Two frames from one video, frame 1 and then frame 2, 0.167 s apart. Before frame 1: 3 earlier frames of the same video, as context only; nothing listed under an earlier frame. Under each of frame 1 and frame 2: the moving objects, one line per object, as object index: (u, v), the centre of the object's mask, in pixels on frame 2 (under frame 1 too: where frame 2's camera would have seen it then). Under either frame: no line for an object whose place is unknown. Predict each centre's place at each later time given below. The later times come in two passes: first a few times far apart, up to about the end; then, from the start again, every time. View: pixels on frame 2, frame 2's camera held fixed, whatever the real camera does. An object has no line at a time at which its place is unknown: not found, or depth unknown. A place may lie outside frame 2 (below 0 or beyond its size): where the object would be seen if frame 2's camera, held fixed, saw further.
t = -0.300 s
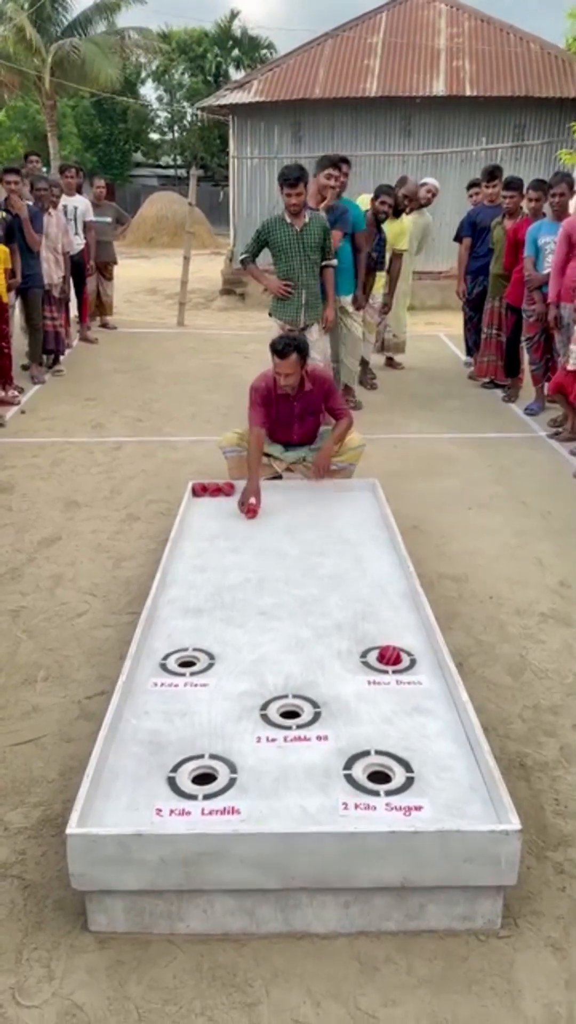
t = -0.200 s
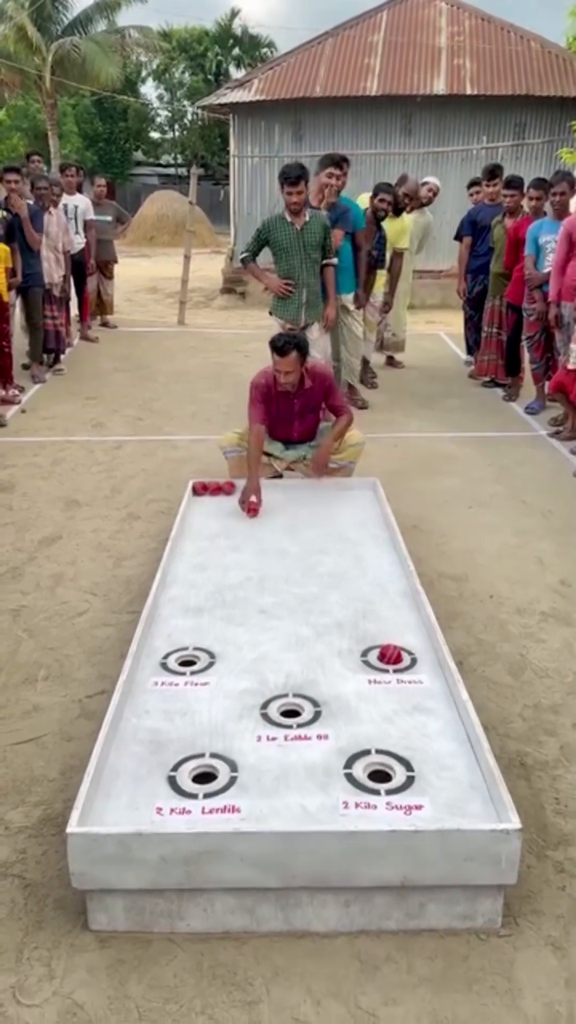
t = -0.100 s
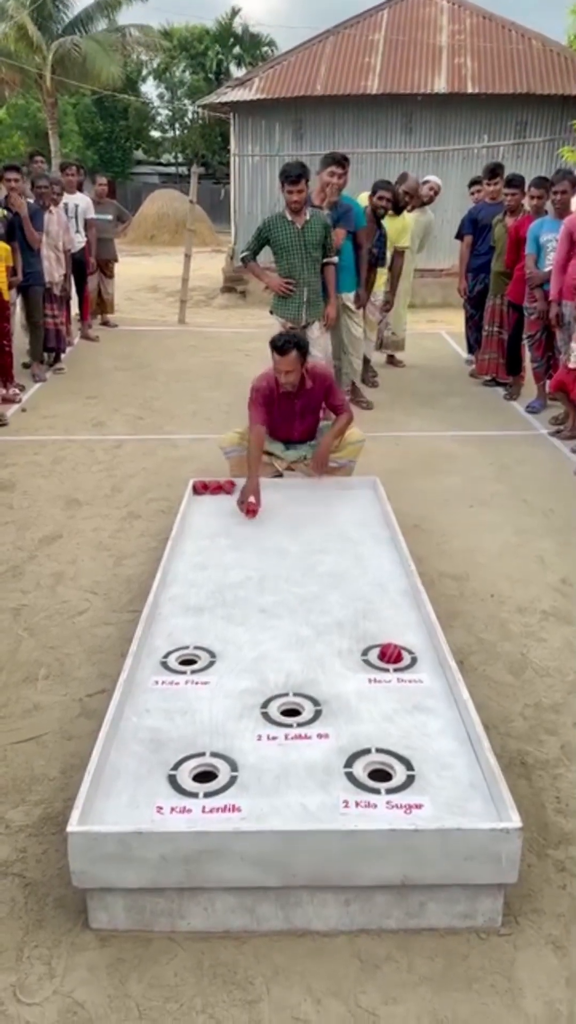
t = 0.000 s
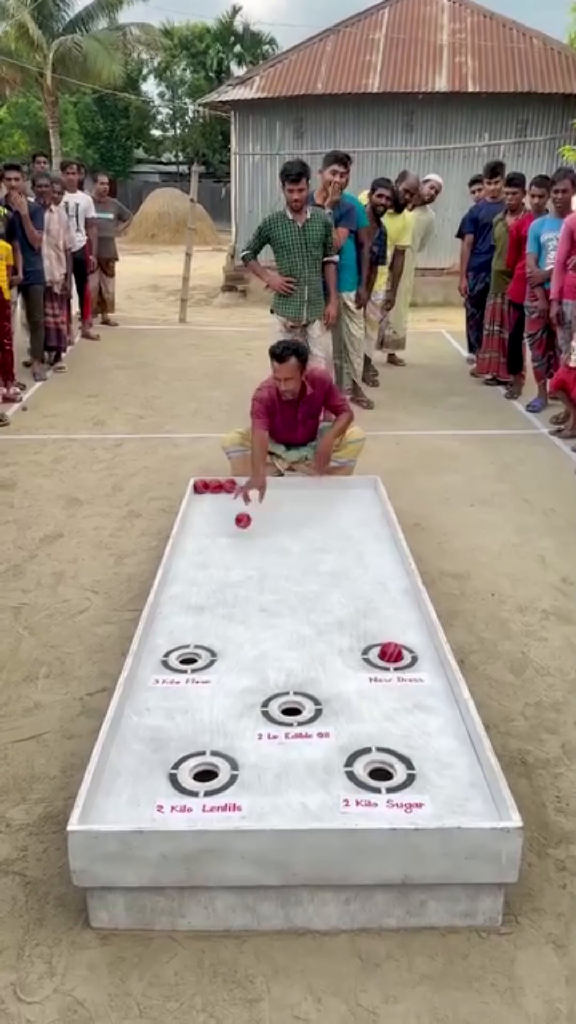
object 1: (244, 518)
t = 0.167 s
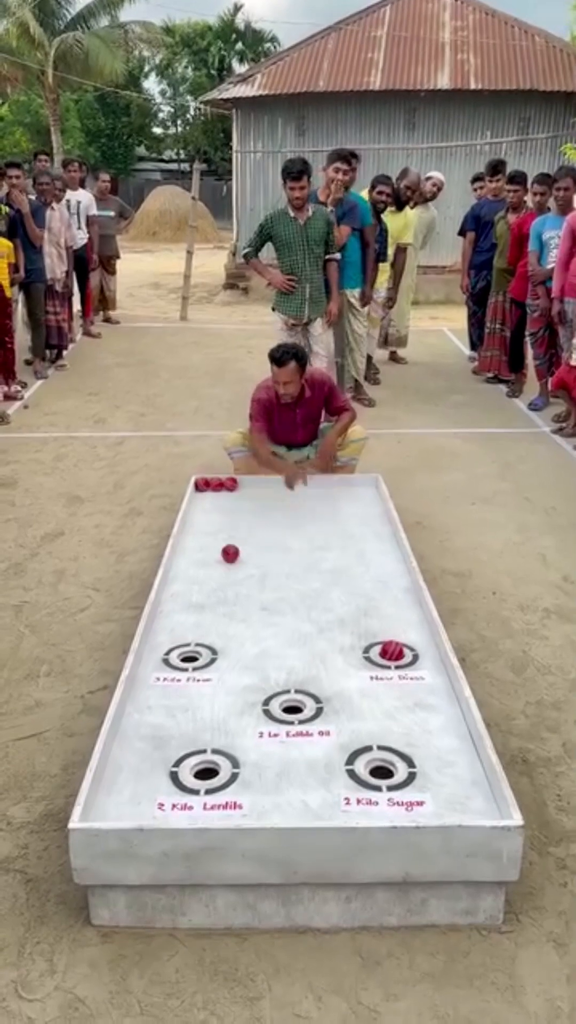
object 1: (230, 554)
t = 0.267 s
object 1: (222, 567)
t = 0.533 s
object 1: (197, 606)
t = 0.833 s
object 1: (163, 655)
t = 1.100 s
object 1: (137, 701)
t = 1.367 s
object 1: (122, 749)
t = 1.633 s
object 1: (106, 798)
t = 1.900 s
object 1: (108, 806)
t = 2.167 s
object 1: (121, 784)
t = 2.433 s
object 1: (132, 759)
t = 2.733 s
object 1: (143, 729)
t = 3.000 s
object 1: (152, 703)
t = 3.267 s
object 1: (159, 677)
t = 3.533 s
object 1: (164, 652)
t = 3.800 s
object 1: (169, 627)
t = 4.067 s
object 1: (173, 603)
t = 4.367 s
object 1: (176, 578)
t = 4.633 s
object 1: (178, 559)
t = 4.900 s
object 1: (184, 540)
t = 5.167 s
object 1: (189, 523)
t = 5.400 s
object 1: (194, 508)
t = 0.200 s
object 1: (227, 558)
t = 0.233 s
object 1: (225, 563)
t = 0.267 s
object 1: (222, 567)
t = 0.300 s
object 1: (219, 572)
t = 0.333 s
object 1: (216, 577)
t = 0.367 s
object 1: (213, 581)
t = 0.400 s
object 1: (210, 586)
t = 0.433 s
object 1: (207, 591)
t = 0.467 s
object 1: (204, 596)
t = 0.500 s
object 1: (200, 601)
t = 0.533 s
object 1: (197, 606)
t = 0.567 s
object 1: (193, 611)
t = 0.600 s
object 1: (190, 616)
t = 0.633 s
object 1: (187, 621)
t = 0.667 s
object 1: (183, 627)
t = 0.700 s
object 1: (179, 633)
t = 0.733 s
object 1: (175, 637)
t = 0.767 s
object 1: (171, 643)
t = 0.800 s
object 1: (167, 649)
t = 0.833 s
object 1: (163, 655)
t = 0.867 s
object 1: (159, 661)
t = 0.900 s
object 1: (154, 666)
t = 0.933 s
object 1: (150, 672)
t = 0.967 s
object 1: (145, 678)
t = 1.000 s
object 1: (140, 685)
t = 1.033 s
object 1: (139, 690)
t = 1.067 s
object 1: (138, 696)
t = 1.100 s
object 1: (137, 701)
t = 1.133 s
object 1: (135, 707)
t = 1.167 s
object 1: (133, 713)
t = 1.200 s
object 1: (132, 719)
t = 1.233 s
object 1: (130, 724)
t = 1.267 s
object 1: (128, 730)
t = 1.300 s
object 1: (126, 736)
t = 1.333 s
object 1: (124, 743)
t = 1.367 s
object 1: (122, 749)
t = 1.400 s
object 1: (120, 755)
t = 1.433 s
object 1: (117, 761)
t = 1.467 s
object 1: (115, 768)
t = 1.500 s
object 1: (113, 774)
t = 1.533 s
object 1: (111, 780)
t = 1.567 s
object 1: (109, 786)
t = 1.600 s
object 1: (107, 792)
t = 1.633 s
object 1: (106, 798)
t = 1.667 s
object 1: (103, 805)
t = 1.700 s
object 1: (102, 809)
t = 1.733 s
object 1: (101, 812)
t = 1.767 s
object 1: (100, 813)
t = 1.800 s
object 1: (102, 811)
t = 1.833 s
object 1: (104, 810)
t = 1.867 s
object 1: (106, 808)
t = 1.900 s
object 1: (108, 806)
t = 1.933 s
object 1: (110, 804)
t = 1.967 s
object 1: (112, 802)
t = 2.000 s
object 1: (114, 799)
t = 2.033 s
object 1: (115, 796)
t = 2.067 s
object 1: (117, 793)
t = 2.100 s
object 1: (118, 790)
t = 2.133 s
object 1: (120, 787)
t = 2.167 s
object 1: (121, 784)
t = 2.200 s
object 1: (123, 780)
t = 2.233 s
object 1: (124, 777)
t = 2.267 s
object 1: (126, 774)
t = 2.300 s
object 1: (127, 771)
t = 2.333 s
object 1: (128, 768)
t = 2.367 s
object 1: (130, 765)
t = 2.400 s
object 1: (131, 762)
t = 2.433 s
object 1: (132, 759)
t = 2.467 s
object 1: (134, 755)
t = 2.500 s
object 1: (135, 752)
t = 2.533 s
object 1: (136, 749)
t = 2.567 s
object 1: (137, 745)
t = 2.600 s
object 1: (138, 742)
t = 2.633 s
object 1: (140, 739)
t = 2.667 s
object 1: (141, 736)
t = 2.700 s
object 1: (142, 733)
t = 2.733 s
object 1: (143, 729)
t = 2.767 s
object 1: (144, 726)
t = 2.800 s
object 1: (145, 723)
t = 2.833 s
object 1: (147, 720)
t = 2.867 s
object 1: (148, 716)
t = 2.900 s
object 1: (149, 713)
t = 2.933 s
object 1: (150, 710)
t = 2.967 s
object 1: (151, 706)
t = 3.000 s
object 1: (152, 703)
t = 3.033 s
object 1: (153, 699)
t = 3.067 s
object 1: (154, 696)
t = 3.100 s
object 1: (155, 693)
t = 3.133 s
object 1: (156, 690)
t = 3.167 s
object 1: (157, 687)
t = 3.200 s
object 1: (157, 683)
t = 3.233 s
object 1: (158, 680)
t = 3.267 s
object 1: (159, 677)
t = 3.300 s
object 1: (159, 674)
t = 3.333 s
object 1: (160, 670)
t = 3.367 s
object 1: (161, 667)
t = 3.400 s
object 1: (162, 665)
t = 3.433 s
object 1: (162, 661)
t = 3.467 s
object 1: (163, 658)
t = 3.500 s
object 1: (164, 654)
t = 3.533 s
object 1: (164, 652)
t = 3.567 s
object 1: (165, 648)
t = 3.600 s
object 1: (166, 646)
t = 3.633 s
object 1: (166, 642)
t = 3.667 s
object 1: (167, 639)
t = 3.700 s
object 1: (168, 636)
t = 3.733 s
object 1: (168, 632)
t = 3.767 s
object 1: (169, 629)
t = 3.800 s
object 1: (169, 627)
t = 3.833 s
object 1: (170, 623)
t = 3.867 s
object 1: (170, 620)
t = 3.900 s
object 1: (171, 617)
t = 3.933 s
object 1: (171, 614)
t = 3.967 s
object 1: (171, 611)
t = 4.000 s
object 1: (172, 609)
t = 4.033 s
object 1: (172, 606)
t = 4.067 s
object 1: (173, 603)
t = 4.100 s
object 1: (173, 600)
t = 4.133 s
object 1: (174, 597)
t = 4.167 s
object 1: (174, 595)
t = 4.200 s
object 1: (174, 592)
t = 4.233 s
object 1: (174, 589)
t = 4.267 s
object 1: (174, 586)
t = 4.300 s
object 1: (175, 584)
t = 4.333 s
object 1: (175, 581)
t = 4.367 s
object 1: (176, 578)
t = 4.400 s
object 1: (176, 576)
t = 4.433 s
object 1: (176, 573)
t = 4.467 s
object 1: (176, 571)
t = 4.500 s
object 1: (177, 568)
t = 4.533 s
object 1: (177, 566)
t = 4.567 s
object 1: (177, 564)
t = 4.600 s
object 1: (178, 561)
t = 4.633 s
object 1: (178, 559)
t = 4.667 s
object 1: (179, 557)
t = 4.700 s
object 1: (180, 554)
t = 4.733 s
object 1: (181, 552)
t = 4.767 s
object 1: (181, 549)
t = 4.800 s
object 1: (182, 547)
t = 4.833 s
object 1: (182, 545)
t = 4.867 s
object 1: (183, 542)
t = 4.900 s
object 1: (184, 540)
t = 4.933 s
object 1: (185, 538)
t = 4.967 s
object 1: (185, 535)
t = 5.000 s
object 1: (186, 533)
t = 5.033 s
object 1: (187, 531)
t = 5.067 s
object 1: (187, 529)
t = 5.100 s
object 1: (188, 527)
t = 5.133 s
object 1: (189, 525)
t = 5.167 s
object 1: (189, 523)
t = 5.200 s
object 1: (190, 521)
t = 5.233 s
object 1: (191, 518)
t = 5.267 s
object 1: (191, 517)
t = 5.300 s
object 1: (192, 515)
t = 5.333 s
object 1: (193, 512)
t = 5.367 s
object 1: (194, 510)
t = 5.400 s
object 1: (194, 508)
